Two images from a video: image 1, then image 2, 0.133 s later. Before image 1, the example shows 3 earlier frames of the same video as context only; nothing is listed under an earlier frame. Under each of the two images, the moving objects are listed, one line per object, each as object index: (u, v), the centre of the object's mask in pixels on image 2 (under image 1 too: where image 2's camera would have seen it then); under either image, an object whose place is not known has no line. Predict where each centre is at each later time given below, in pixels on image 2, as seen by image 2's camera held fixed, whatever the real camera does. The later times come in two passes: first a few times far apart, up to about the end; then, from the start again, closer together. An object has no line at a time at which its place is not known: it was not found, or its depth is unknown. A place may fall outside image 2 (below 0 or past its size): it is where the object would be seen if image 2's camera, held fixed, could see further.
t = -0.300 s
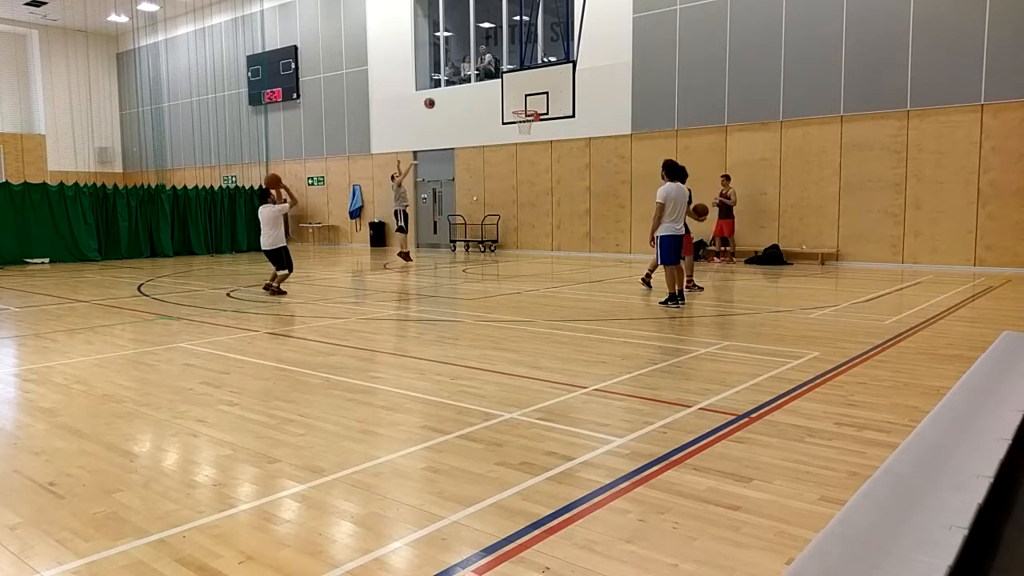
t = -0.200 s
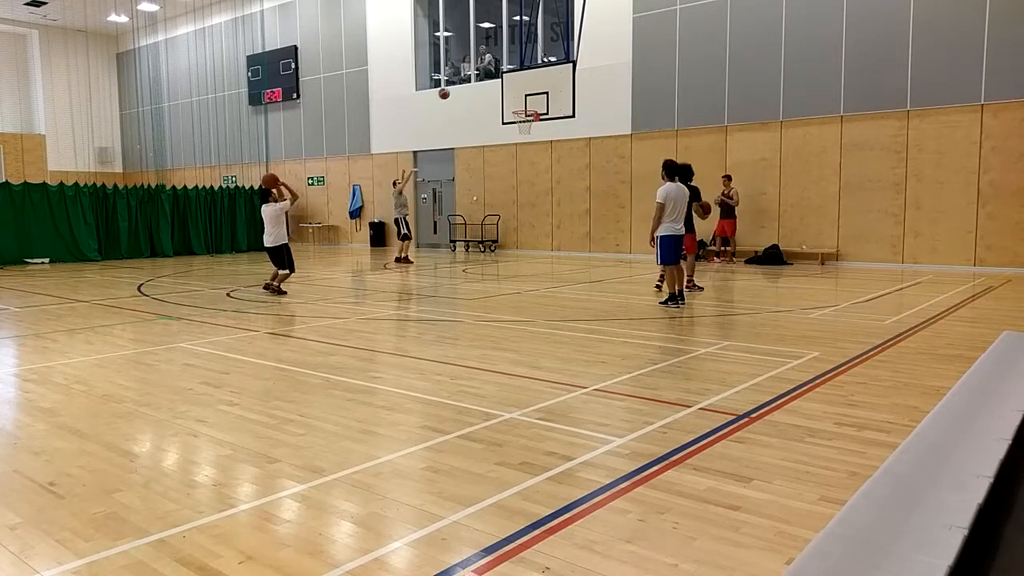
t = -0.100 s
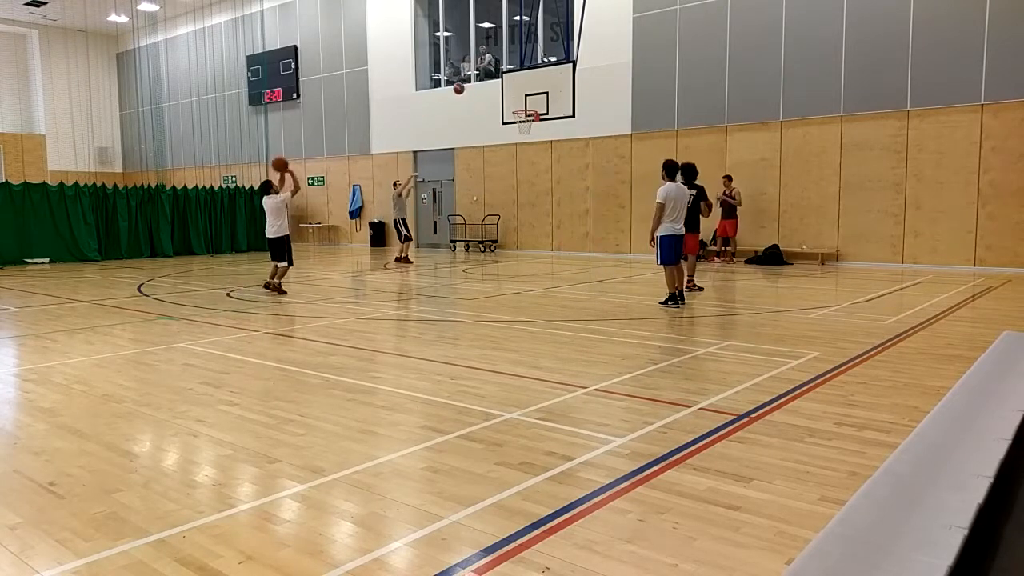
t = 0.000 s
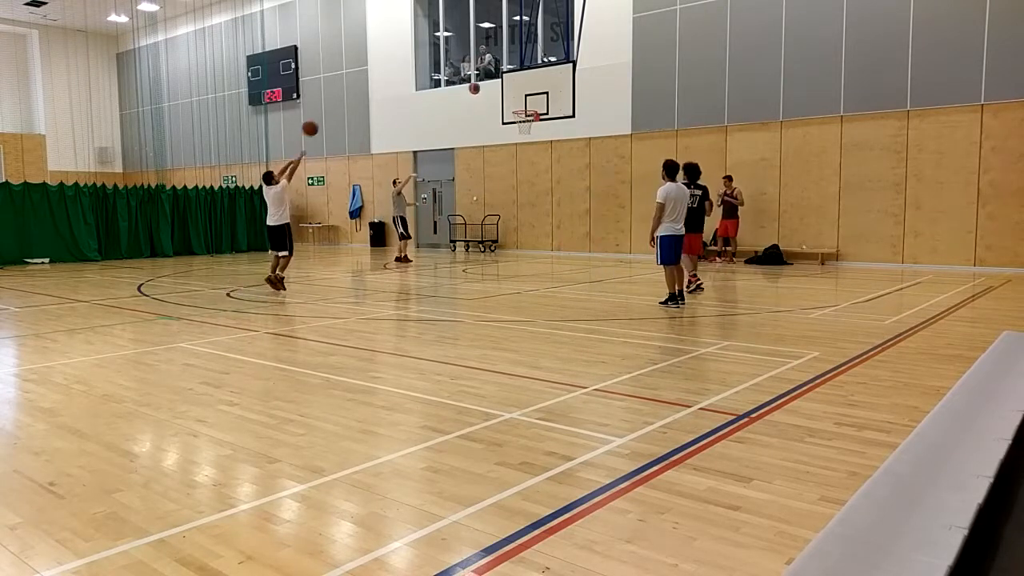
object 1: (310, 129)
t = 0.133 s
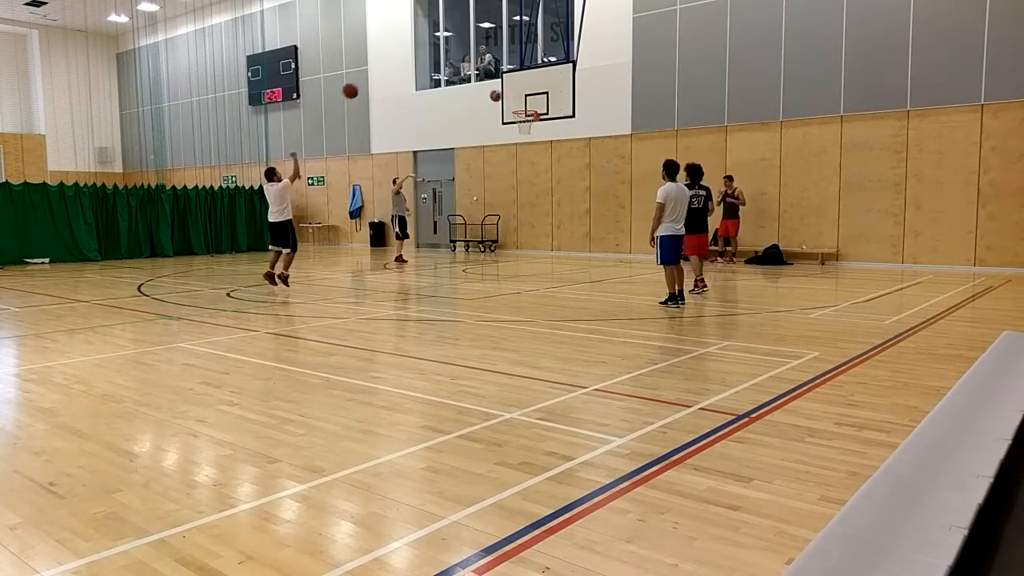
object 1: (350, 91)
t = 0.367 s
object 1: (414, 58)
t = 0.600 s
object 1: (469, 60)
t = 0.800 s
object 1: (512, 85)
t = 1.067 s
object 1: (561, 94)
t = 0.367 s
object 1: (414, 58)
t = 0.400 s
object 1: (422, 57)
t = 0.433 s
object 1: (430, 56)
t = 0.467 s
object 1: (439, 56)
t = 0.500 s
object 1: (447, 56)
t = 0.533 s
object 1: (455, 57)
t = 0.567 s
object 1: (462, 58)
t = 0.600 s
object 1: (469, 60)
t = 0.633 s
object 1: (477, 63)
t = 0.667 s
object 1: (484, 66)
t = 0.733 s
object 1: (499, 75)
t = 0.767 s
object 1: (505, 80)
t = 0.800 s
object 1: (512, 85)
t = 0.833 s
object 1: (519, 91)
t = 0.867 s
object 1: (525, 98)
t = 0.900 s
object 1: (531, 105)
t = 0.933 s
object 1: (537, 102)
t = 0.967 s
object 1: (544, 99)
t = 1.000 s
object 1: (550, 97)
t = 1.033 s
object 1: (556, 96)
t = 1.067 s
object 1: (561, 94)
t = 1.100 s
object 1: (563, 92)
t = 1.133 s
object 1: (564, 90)
